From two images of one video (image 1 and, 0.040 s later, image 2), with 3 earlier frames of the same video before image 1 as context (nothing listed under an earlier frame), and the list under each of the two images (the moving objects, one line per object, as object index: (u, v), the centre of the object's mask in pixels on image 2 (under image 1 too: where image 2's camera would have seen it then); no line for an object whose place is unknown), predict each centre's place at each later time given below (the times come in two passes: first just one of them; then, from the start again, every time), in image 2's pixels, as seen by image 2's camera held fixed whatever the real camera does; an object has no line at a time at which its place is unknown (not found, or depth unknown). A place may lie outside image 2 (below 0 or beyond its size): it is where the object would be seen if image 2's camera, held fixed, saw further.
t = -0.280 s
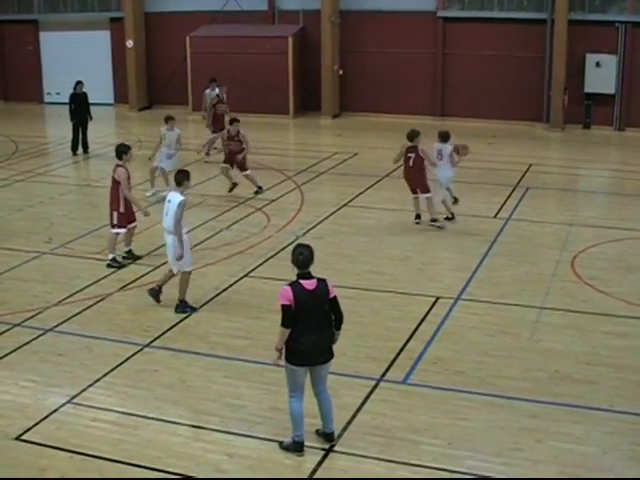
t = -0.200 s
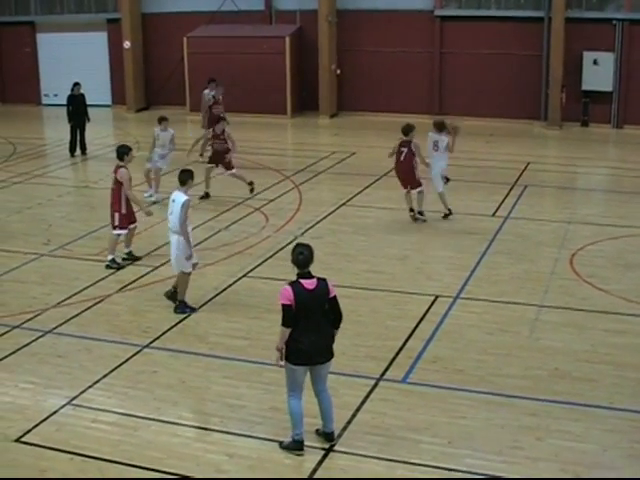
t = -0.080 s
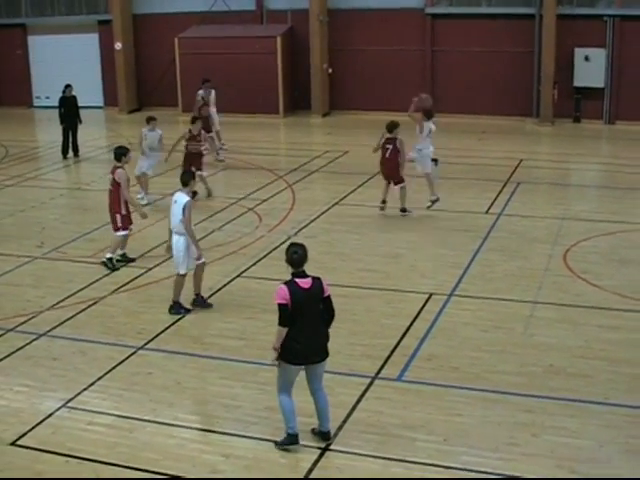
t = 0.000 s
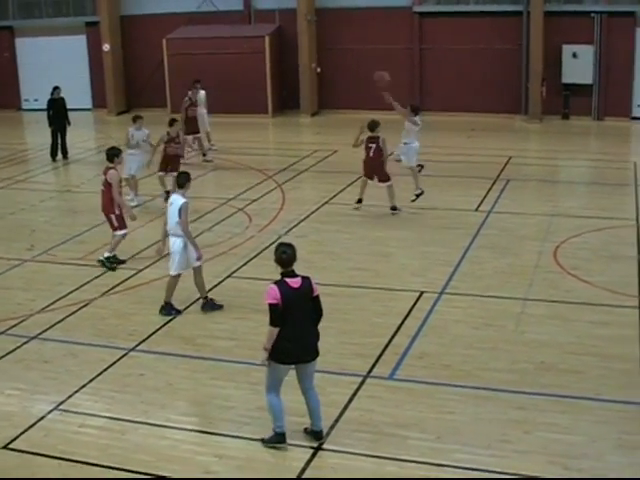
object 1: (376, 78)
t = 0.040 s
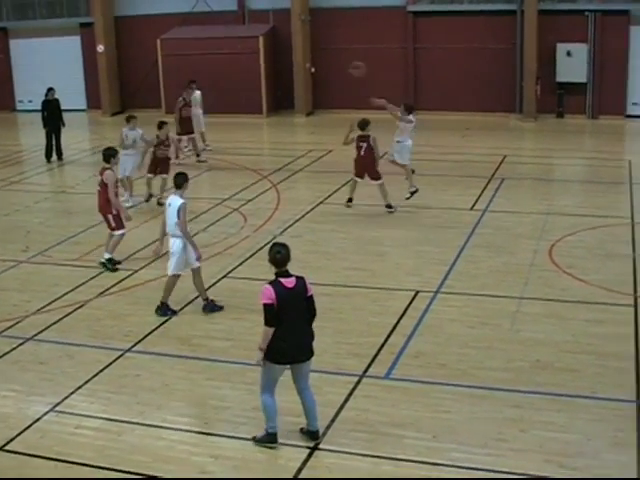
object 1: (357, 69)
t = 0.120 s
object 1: (321, 54)
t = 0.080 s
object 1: (338, 61)
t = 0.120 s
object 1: (321, 54)
